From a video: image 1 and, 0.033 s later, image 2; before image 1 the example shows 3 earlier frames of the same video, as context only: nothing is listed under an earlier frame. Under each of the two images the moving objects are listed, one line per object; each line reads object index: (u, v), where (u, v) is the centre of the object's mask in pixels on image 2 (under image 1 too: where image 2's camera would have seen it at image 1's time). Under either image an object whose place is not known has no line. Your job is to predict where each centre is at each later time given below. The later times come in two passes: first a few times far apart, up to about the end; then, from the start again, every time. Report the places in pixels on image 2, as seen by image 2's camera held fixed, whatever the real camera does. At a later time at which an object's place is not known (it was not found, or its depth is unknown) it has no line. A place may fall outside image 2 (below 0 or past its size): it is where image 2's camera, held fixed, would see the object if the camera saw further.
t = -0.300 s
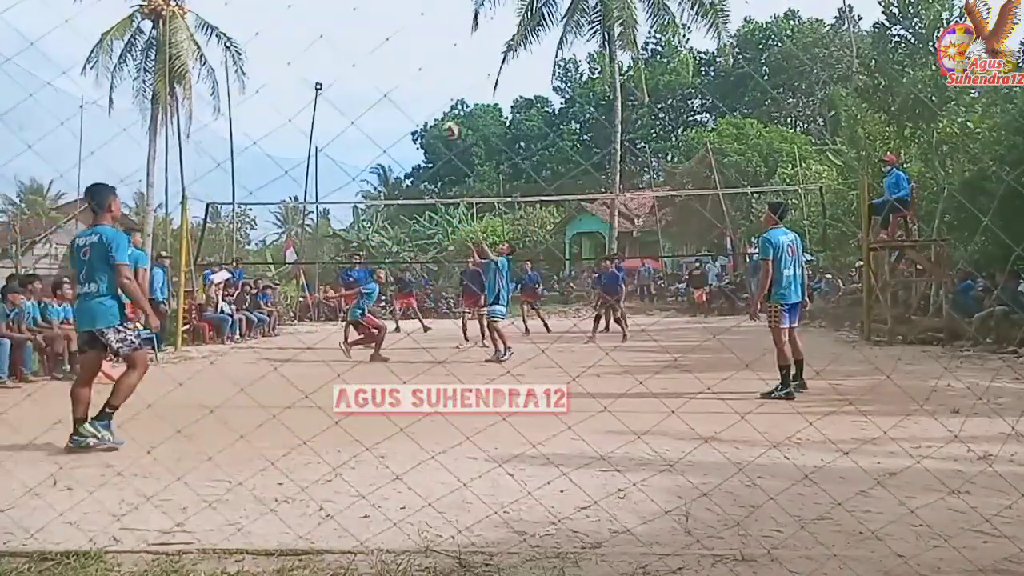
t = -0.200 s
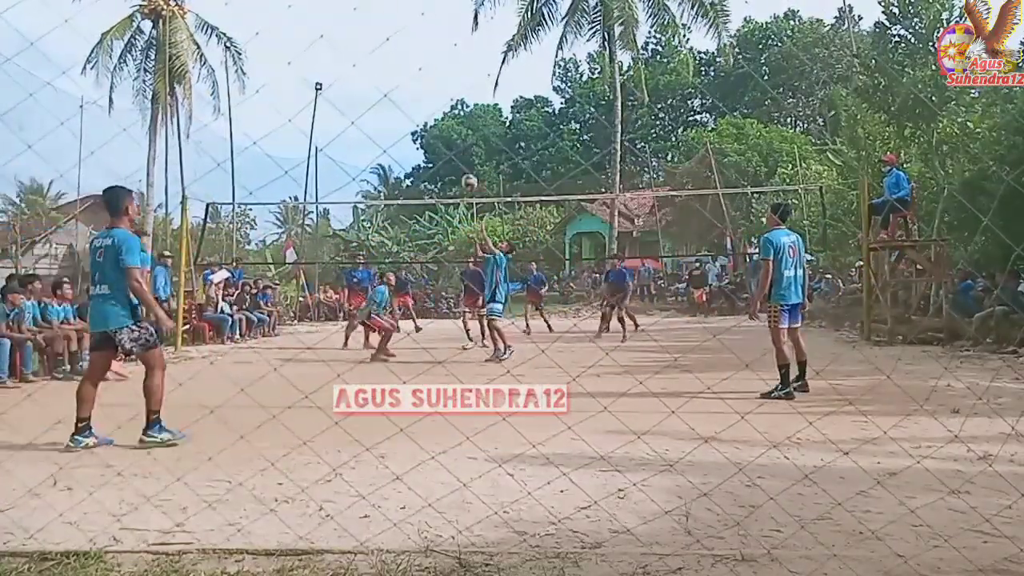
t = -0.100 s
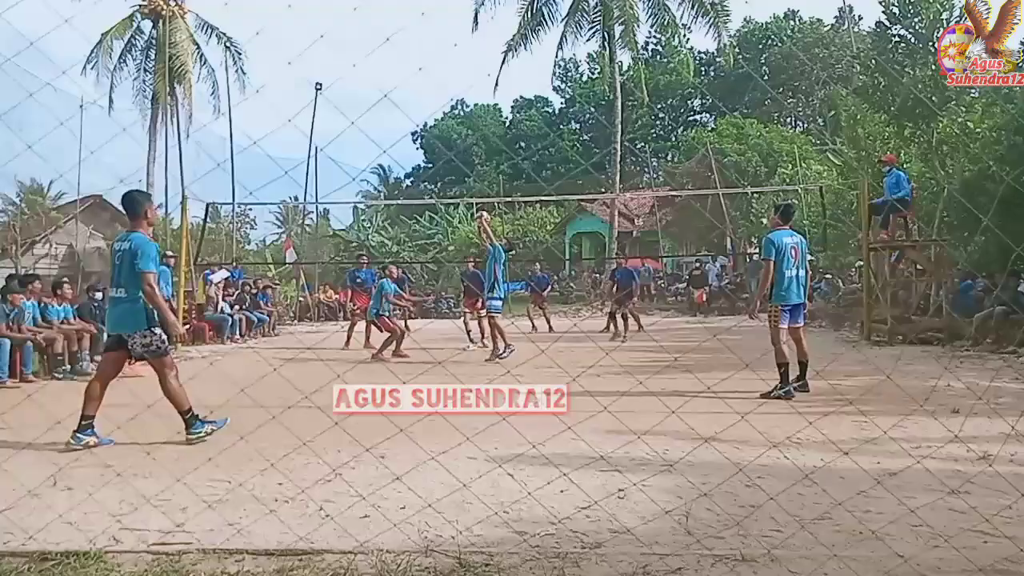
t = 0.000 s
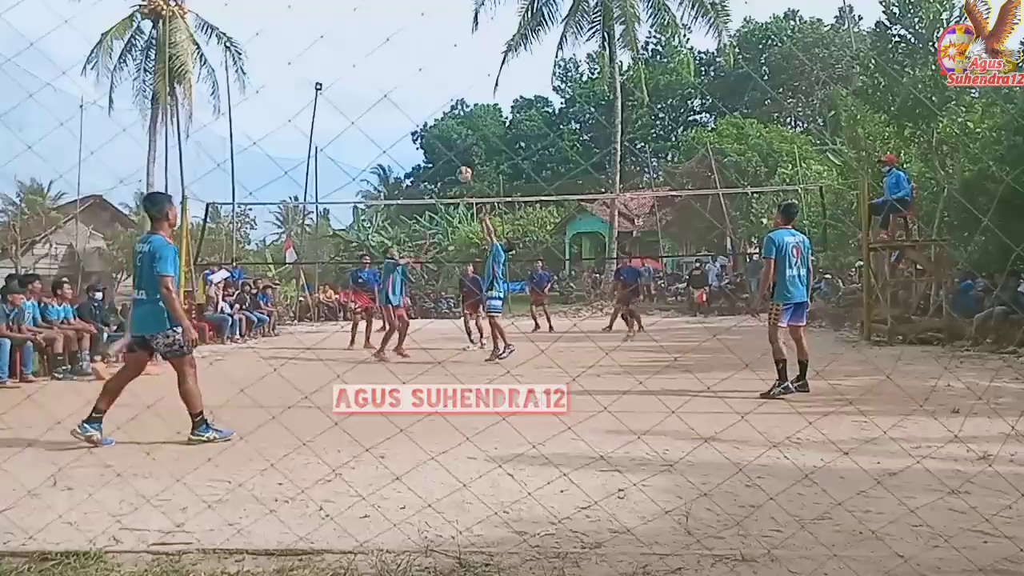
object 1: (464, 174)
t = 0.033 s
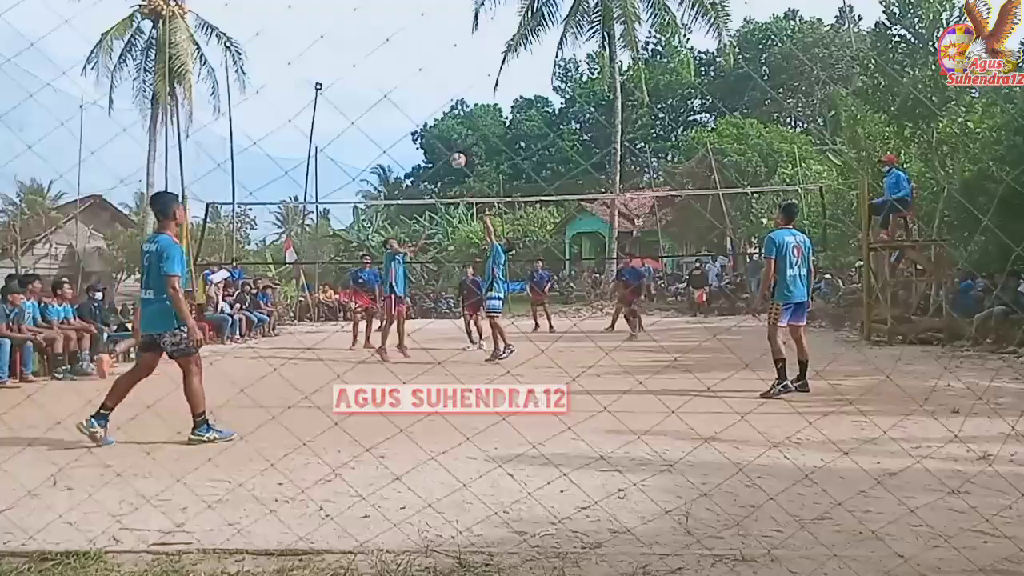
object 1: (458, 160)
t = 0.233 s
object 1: (421, 97)
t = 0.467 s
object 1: (382, 59)
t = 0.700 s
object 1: (345, 61)
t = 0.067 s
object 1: (452, 147)
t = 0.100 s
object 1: (446, 135)
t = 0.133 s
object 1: (440, 124)
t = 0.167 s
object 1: (432, 114)
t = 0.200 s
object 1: (427, 105)
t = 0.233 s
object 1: (421, 97)
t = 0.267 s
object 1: (416, 89)
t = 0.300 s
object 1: (410, 82)
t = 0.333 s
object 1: (404, 76)
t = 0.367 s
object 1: (398, 71)
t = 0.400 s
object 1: (393, 66)
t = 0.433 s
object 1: (388, 62)
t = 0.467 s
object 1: (382, 59)
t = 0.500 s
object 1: (377, 58)
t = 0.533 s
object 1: (372, 56)
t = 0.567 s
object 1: (366, 55)
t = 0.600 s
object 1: (361, 55)
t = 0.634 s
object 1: (356, 56)
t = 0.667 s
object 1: (350, 58)
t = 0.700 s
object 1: (345, 61)
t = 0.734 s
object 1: (340, 64)
